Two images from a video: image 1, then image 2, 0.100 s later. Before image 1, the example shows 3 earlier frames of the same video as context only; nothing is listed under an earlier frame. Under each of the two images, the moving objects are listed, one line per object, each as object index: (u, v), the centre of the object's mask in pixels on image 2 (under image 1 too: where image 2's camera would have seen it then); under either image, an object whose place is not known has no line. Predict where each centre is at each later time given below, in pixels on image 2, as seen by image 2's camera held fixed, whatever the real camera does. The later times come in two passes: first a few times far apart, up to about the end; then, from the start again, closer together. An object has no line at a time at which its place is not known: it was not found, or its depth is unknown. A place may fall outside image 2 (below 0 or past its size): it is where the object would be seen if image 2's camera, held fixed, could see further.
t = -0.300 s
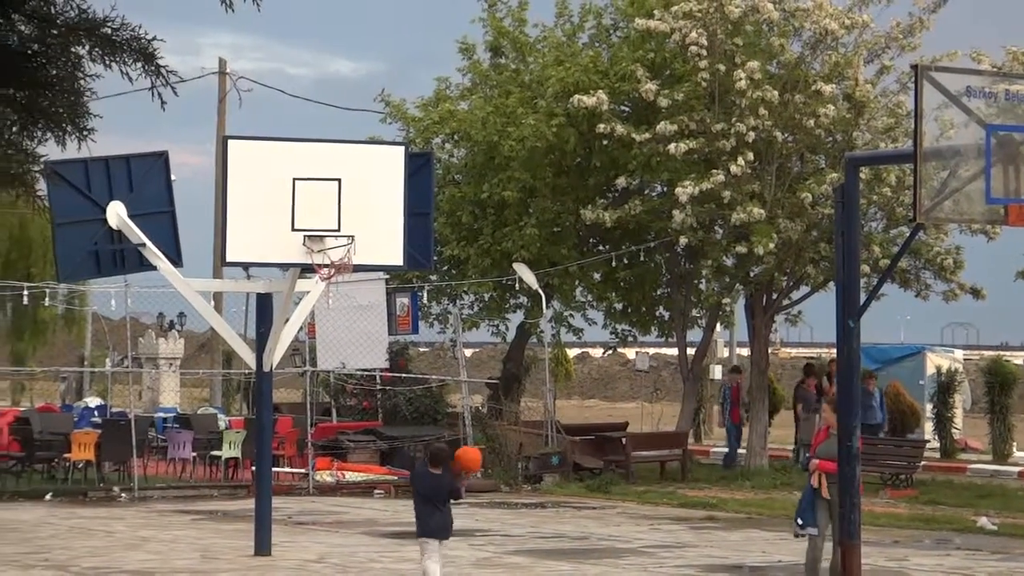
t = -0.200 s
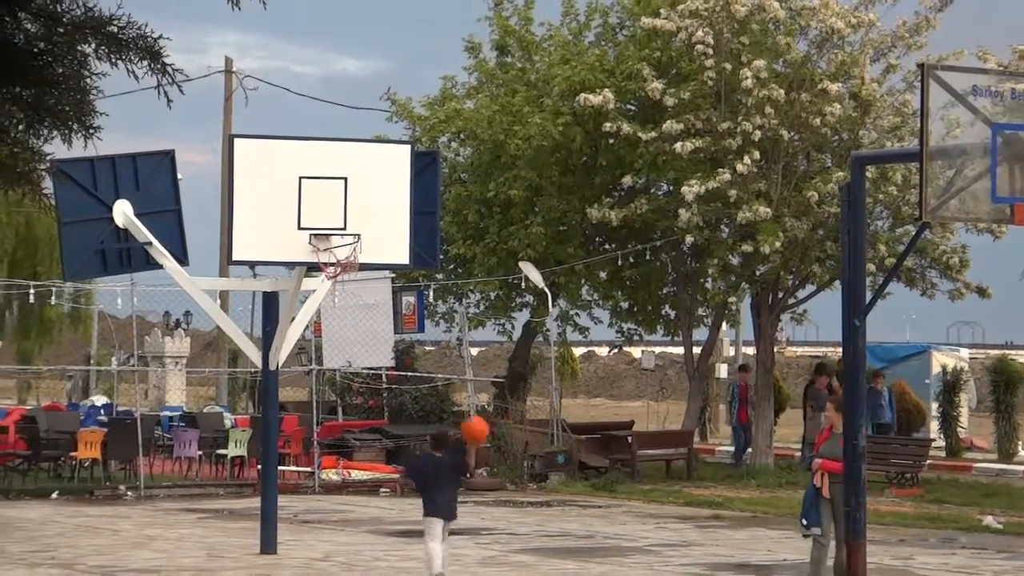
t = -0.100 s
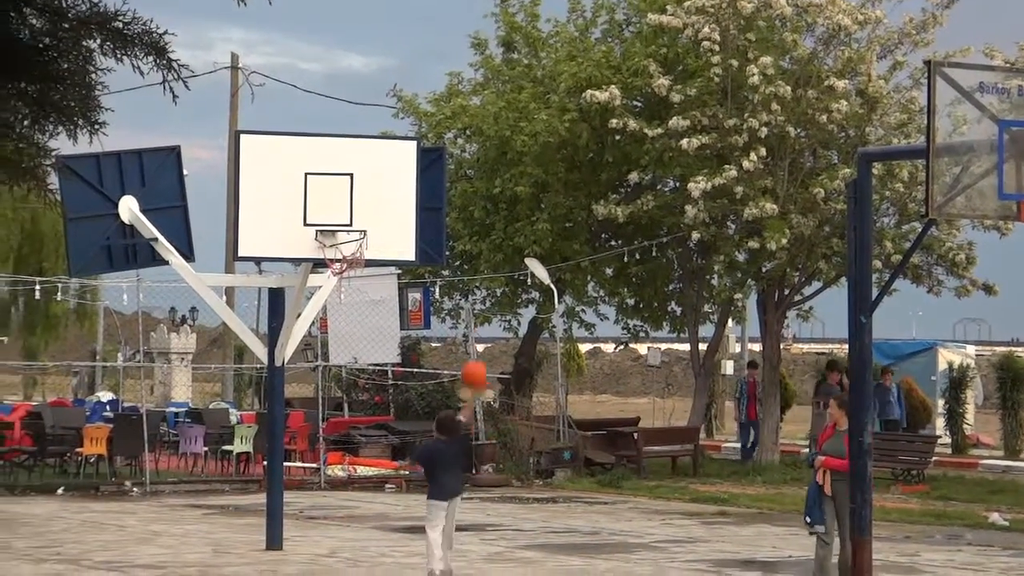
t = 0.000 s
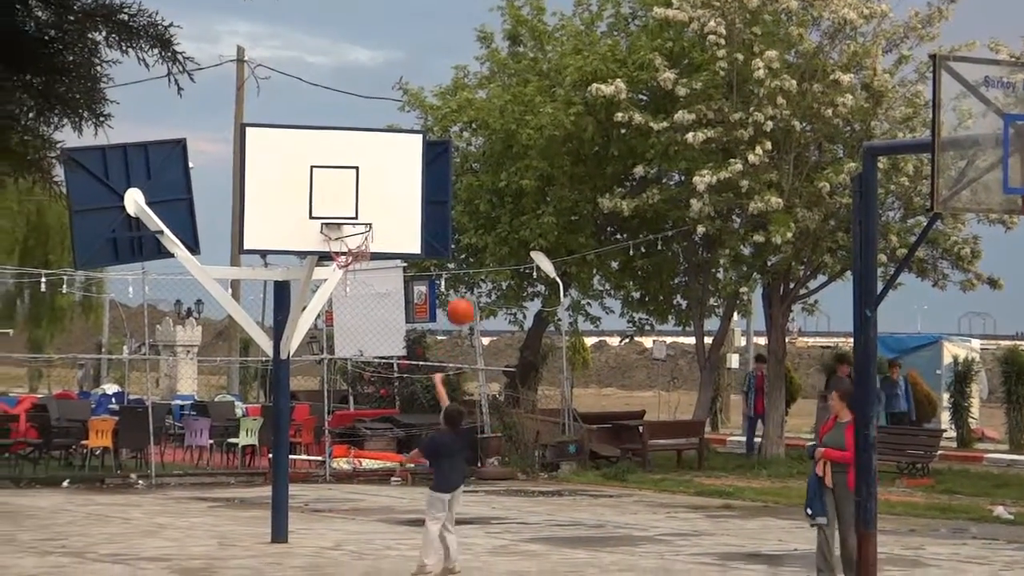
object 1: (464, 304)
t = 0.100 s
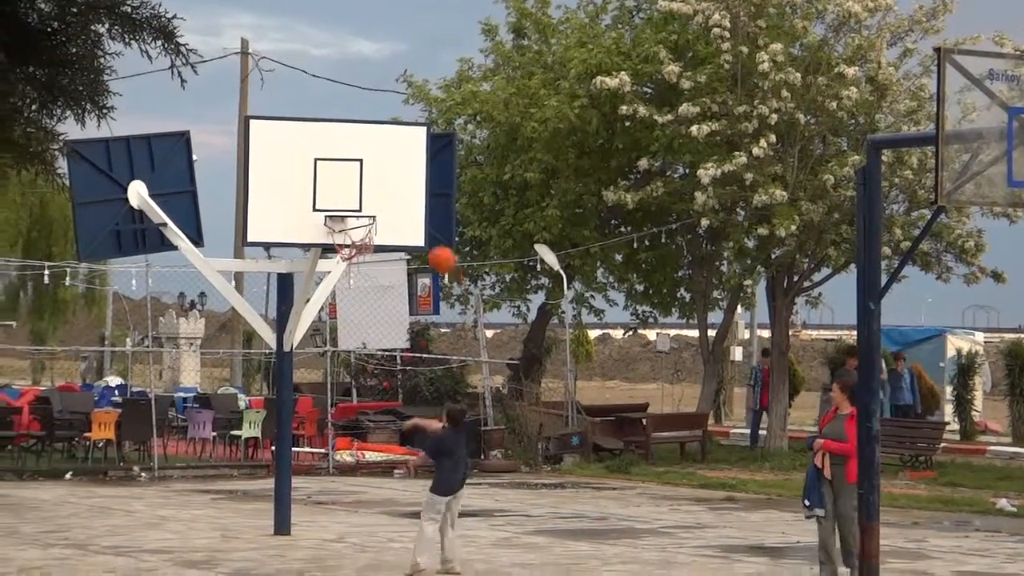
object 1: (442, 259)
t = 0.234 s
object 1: (414, 219)
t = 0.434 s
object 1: (374, 197)
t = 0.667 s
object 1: (358, 217)
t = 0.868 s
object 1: (334, 242)
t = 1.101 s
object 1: (341, 242)
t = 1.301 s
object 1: (349, 288)
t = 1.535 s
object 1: (356, 396)
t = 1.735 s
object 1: (362, 534)
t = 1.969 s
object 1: (362, 435)
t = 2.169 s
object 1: (359, 384)
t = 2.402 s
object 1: (358, 376)
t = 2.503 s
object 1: (355, 389)
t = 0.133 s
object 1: (435, 246)
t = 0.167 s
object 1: (428, 237)
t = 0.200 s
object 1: (421, 227)
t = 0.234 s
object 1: (414, 219)
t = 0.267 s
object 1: (406, 212)
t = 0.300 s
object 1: (400, 207)
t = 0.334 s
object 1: (393, 202)
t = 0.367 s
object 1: (387, 199)
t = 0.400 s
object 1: (380, 197)
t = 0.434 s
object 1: (374, 197)
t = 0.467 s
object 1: (367, 198)
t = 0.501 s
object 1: (360, 200)
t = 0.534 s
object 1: (354, 202)
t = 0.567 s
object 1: (348, 206)
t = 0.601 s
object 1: (341, 211)
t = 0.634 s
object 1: (346, 215)
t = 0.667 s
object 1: (358, 217)
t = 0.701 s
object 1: (362, 219)
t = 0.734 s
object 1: (357, 221)
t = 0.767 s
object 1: (353, 224)
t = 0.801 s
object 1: (346, 229)
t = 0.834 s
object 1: (340, 236)
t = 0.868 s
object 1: (334, 242)
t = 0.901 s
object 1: (333, 241)
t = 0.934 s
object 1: (335, 238)
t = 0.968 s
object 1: (334, 237)
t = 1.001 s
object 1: (336, 236)
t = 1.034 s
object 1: (337, 236)
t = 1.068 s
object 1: (339, 238)
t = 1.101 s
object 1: (341, 242)
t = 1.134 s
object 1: (343, 246)
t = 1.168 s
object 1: (344, 252)
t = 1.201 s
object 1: (345, 259)
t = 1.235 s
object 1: (347, 267)
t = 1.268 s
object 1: (347, 278)
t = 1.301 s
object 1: (349, 288)
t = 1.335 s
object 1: (349, 300)
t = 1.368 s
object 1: (350, 313)
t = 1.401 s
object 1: (351, 327)
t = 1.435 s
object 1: (352, 343)
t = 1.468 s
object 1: (352, 360)
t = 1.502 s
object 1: (354, 377)
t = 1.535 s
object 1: (356, 396)
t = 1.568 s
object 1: (356, 416)
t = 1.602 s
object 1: (359, 437)
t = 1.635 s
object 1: (358, 462)
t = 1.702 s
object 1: (362, 508)
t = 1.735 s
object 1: (362, 534)
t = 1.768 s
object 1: (362, 530)
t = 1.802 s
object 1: (362, 512)
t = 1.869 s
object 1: (363, 477)
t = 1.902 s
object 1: (362, 464)
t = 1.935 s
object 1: (361, 449)
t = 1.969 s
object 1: (362, 435)
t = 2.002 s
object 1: (361, 425)
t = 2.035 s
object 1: (362, 420)
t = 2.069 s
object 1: (361, 404)
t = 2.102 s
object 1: (360, 395)
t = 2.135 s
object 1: (360, 390)
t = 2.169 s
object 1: (359, 384)
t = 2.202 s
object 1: (358, 379)
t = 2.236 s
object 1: (359, 377)
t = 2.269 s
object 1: (359, 376)
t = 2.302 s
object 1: (358, 374)
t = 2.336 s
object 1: (358, 374)
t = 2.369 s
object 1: (358, 374)
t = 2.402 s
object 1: (358, 376)
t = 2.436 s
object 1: (356, 379)
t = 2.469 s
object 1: (357, 384)
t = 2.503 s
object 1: (355, 389)
